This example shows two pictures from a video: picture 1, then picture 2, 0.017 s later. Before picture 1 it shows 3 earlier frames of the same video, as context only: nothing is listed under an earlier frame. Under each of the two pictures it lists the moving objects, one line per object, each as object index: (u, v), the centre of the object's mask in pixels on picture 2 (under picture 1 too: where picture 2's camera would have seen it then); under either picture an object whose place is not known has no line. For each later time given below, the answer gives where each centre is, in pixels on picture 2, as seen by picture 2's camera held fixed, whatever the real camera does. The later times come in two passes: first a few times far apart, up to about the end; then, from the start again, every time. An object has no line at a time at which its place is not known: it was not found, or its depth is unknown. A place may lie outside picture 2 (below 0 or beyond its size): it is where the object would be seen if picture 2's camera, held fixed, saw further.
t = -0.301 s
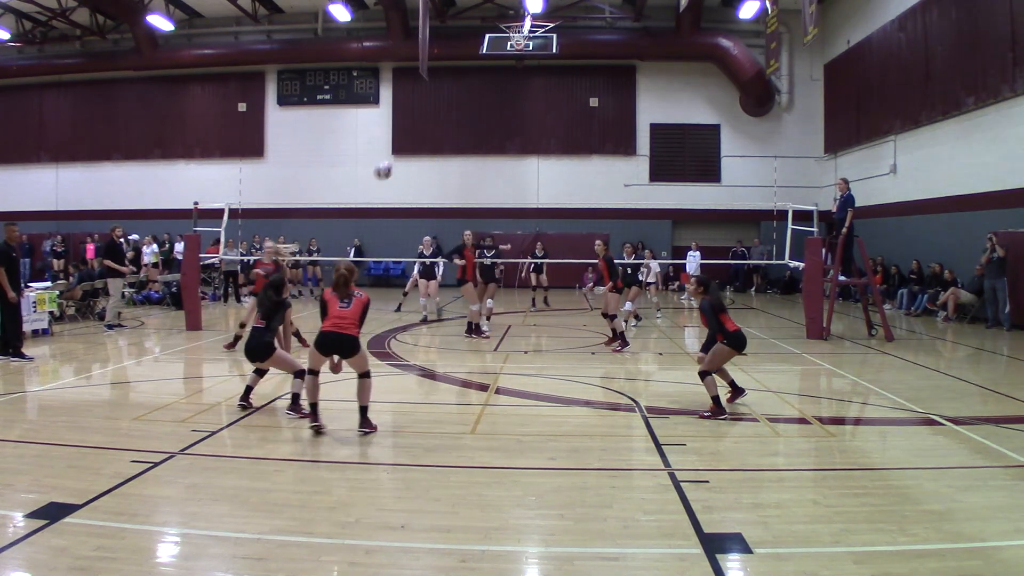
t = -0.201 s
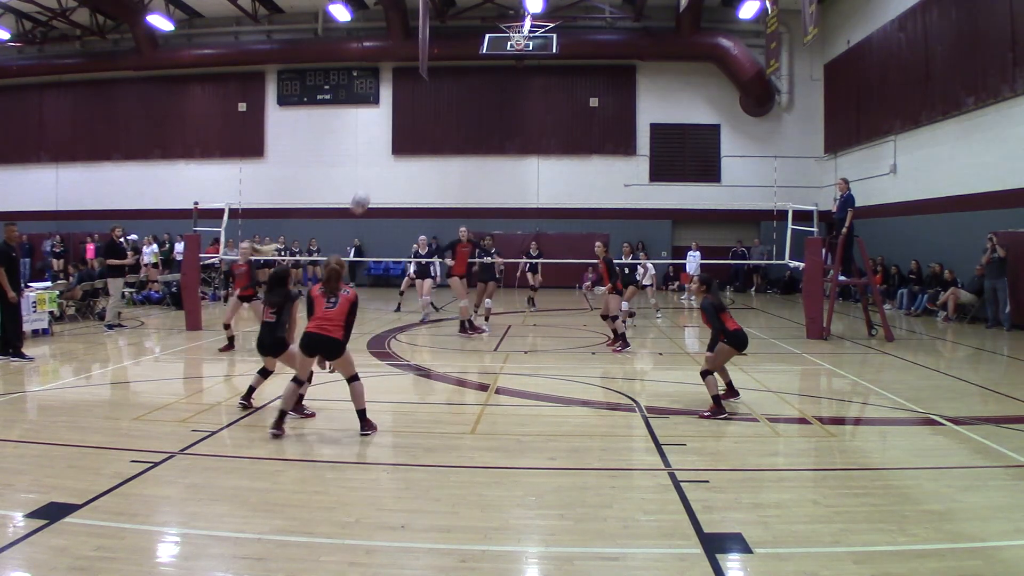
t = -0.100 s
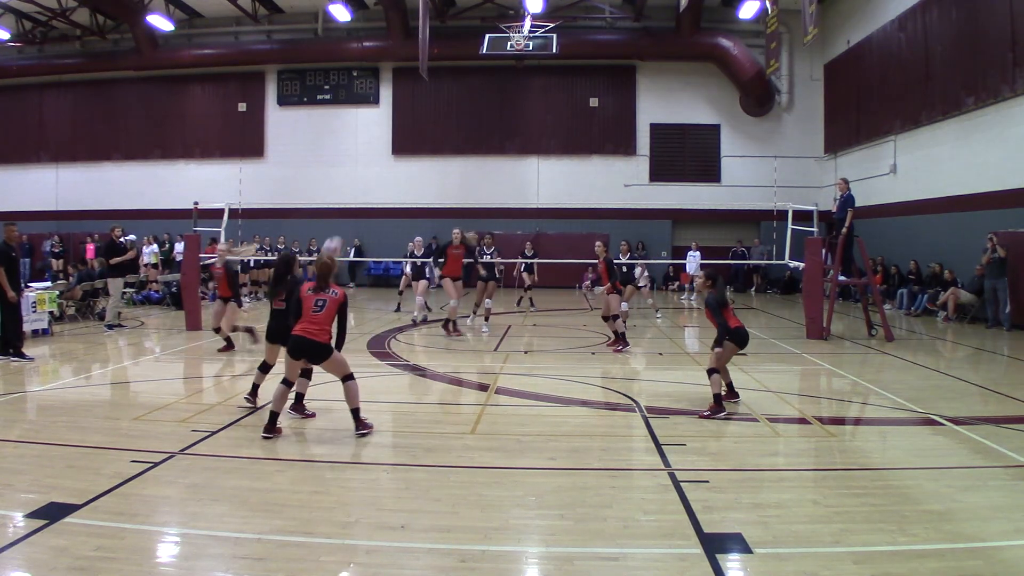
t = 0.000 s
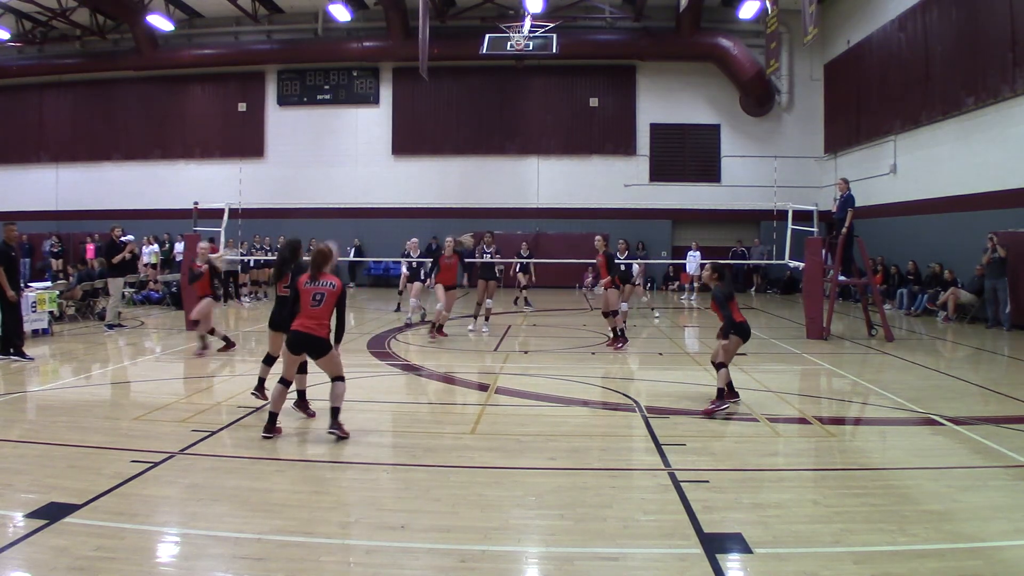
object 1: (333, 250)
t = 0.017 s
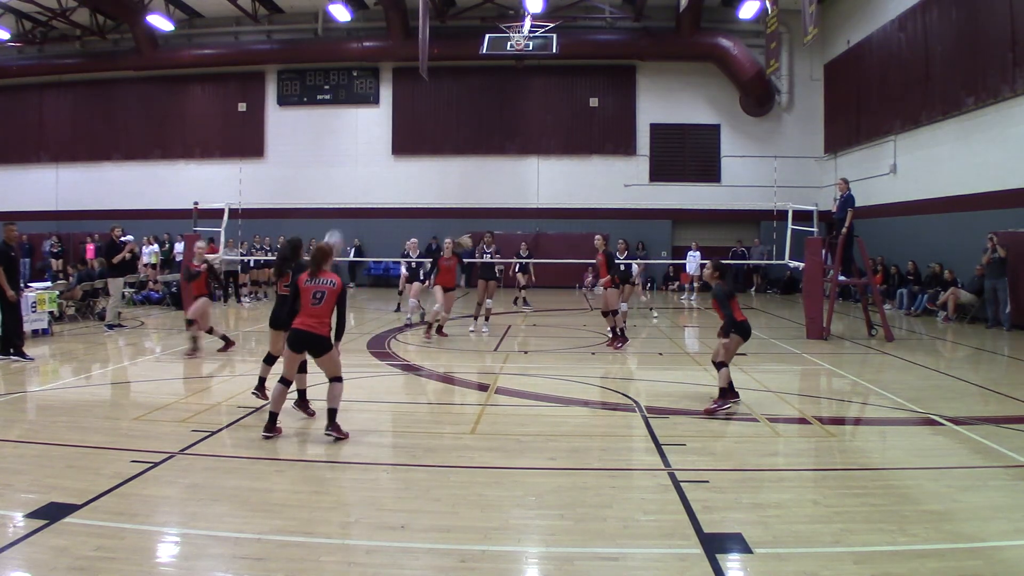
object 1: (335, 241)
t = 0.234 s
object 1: (390, 133)
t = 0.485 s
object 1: (440, 80)
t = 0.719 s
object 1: (477, 83)
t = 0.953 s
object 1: (508, 123)
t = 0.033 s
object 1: (337, 233)
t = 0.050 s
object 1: (342, 222)
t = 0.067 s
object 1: (347, 213)
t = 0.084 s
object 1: (352, 203)
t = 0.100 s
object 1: (357, 192)
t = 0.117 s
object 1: (361, 185)
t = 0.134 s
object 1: (365, 176)
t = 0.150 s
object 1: (370, 167)
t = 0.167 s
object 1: (374, 160)
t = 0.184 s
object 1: (377, 154)
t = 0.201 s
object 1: (381, 147)
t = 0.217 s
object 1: (386, 139)
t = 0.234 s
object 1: (390, 133)
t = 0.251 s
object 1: (393, 127)
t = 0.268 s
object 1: (397, 122)
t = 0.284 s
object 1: (401, 117)
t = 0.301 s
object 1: (404, 112)
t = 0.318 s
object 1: (407, 108)
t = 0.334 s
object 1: (411, 104)
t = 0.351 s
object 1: (414, 100)
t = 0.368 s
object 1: (417, 97)
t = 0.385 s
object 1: (421, 94)
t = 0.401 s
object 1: (424, 91)
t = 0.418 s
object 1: (427, 88)
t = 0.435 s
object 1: (430, 86)
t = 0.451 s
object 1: (433, 84)
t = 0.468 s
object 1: (436, 82)
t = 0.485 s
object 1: (440, 80)
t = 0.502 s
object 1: (442, 79)
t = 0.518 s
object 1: (445, 78)
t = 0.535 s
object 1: (448, 77)
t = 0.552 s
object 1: (451, 76)
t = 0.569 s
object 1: (454, 76)
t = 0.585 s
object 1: (456, 76)
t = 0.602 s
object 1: (459, 76)
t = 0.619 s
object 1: (462, 77)
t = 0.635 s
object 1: (464, 77)
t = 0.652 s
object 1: (467, 78)
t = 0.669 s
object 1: (469, 79)
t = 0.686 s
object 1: (472, 80)
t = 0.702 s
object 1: (475, 81)
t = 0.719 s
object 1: (477, 83)
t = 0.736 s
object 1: (479, 84)
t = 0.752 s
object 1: (482, 86)
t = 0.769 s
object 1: (484, 88)
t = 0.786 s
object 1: (486, 91)
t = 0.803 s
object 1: (489, 93)
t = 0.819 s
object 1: (491, 96)
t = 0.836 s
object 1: (493, 99)
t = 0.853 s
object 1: (495, 102)
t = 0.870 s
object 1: (497, 105)
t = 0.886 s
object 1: (500, 108)
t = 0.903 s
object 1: (502, 112)
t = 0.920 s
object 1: (504, 115)
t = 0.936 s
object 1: (506, 119)
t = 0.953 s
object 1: (508, 123)
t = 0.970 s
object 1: (510, 128)
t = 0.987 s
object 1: (512, 132)
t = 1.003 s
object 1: (514, 136)
